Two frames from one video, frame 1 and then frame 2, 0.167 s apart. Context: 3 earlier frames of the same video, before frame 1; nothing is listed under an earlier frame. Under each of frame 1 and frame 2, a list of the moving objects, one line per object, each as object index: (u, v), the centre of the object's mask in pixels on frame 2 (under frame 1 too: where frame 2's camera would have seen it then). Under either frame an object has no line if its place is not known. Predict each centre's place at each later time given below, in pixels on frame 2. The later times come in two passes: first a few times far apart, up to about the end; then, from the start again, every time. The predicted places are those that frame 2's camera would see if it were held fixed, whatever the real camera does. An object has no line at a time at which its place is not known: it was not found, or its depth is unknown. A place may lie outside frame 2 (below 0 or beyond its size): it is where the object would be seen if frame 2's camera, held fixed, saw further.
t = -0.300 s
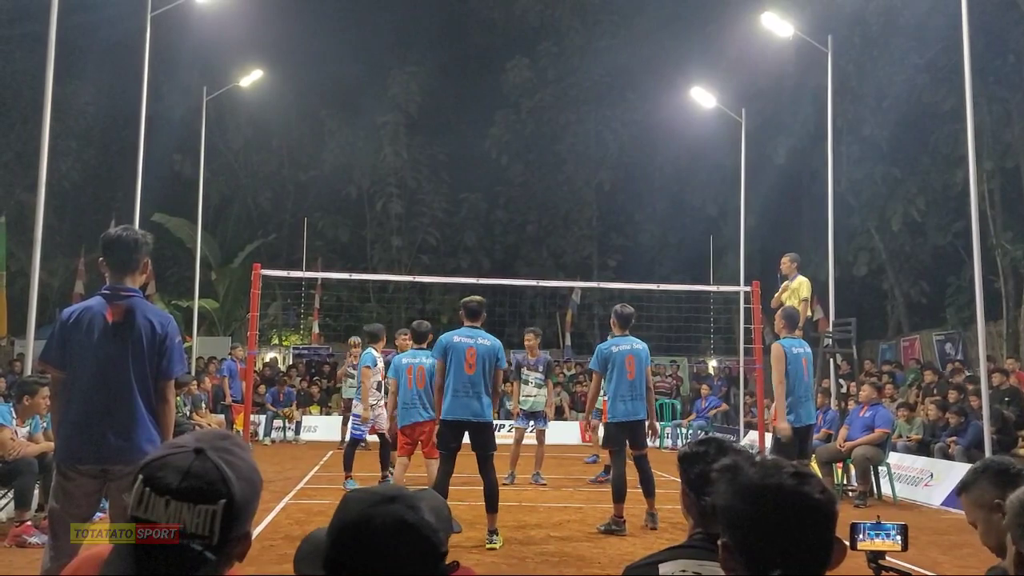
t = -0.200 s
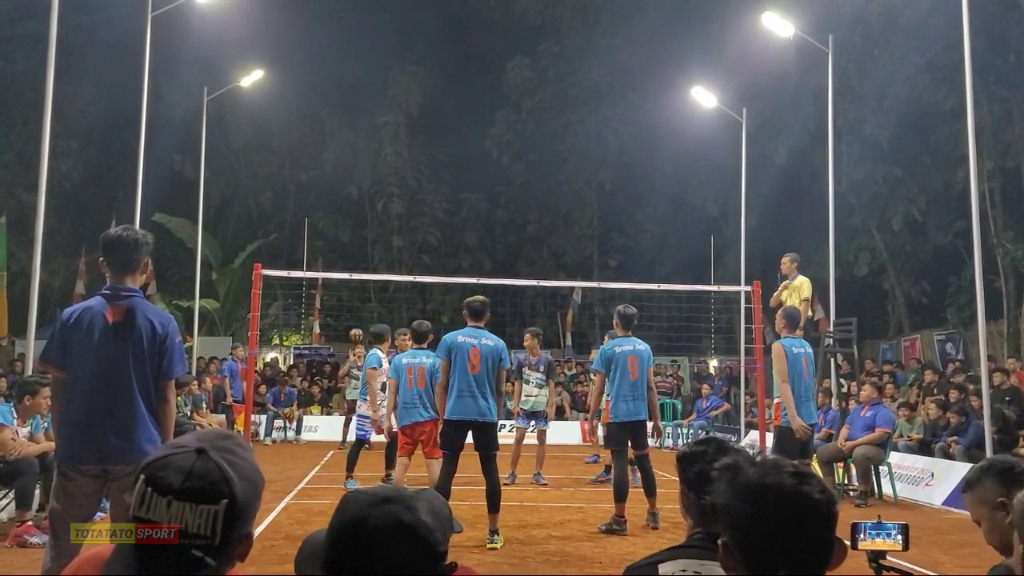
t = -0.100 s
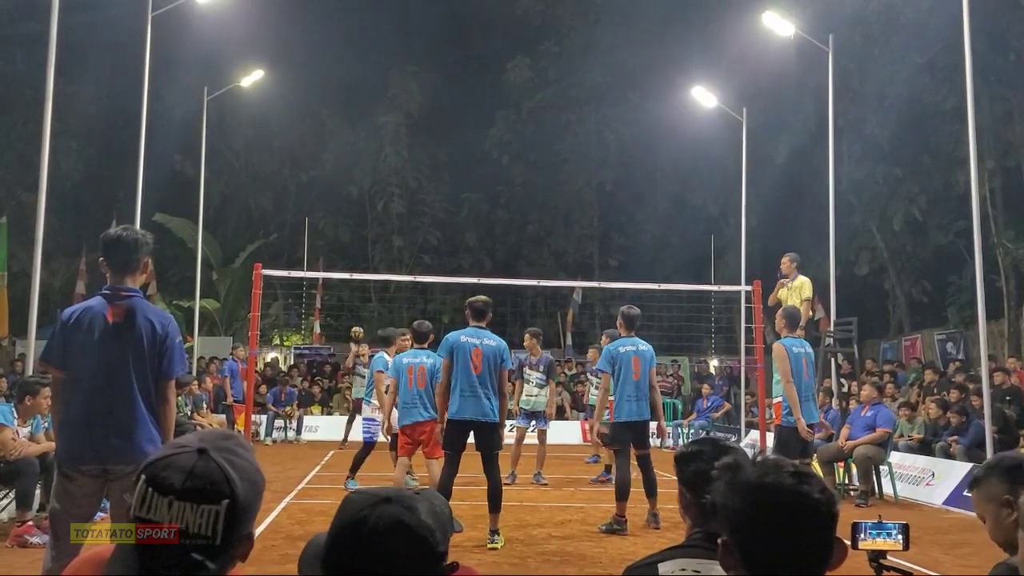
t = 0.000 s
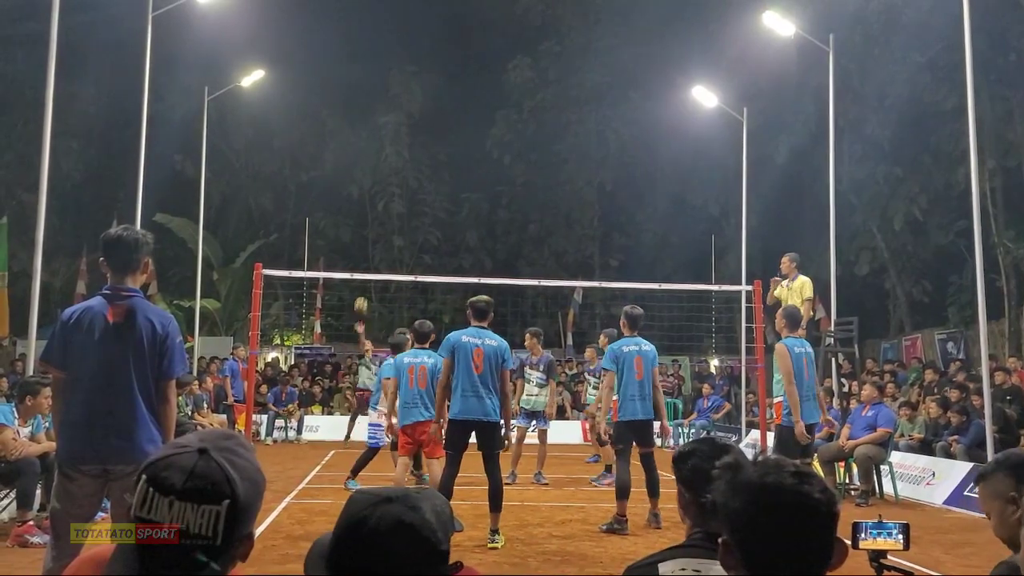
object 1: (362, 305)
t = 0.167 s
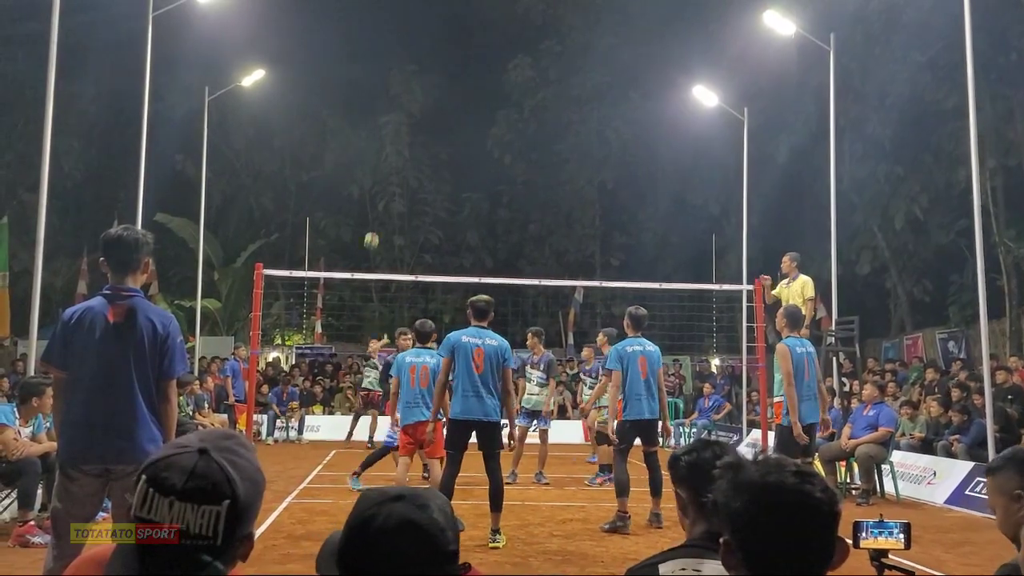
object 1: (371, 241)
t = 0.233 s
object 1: (375, 219)
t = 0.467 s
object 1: (386, 164)
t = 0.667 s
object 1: (395, 144)
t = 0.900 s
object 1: (402, 159)
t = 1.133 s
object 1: (406, 230)
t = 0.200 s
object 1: (373, 230)
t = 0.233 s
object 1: (375, 219)
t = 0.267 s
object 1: (376, 208)
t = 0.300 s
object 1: (377, 200)
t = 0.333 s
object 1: (379, 192)
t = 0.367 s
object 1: (381, 183)
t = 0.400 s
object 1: (382, 176)
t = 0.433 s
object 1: (384, 170)
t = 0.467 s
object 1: (386, 164)
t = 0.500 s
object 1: (388, 158)
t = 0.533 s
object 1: (389, 155)
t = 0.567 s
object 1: (391, 151)
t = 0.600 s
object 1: (392, 147)
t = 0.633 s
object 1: (393, 145)
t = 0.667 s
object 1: (395, 144)
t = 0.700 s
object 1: (396, 143)
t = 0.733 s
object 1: (397, 143)
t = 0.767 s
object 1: (398, 144)
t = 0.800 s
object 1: (399, 146)
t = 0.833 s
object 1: (400, 149)
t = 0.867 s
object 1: (401, 154)
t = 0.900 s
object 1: (402, 159)
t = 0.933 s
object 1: (403, 165)
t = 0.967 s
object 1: (404, 174)
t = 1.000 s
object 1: (404, 182)
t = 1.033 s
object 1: (405, 192)
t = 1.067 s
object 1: (406, 204)
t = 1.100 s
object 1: (406, 215)
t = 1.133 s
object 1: (406, 230)
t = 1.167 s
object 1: (407, 246)
